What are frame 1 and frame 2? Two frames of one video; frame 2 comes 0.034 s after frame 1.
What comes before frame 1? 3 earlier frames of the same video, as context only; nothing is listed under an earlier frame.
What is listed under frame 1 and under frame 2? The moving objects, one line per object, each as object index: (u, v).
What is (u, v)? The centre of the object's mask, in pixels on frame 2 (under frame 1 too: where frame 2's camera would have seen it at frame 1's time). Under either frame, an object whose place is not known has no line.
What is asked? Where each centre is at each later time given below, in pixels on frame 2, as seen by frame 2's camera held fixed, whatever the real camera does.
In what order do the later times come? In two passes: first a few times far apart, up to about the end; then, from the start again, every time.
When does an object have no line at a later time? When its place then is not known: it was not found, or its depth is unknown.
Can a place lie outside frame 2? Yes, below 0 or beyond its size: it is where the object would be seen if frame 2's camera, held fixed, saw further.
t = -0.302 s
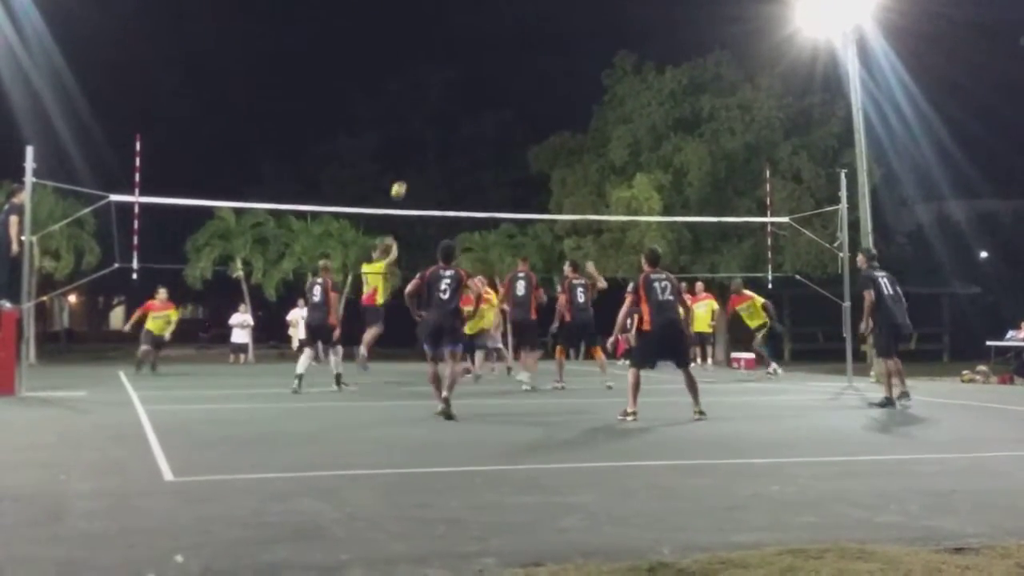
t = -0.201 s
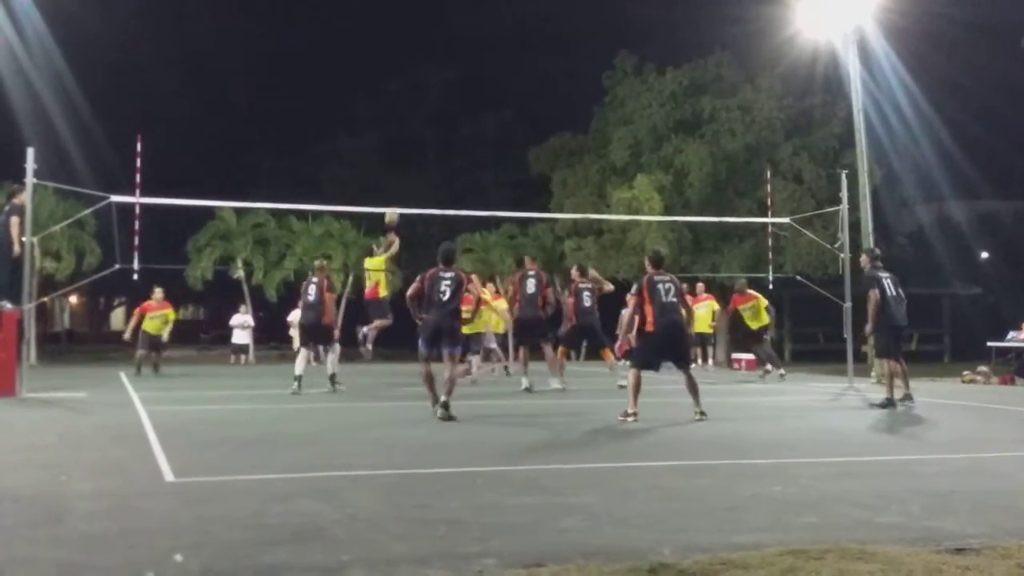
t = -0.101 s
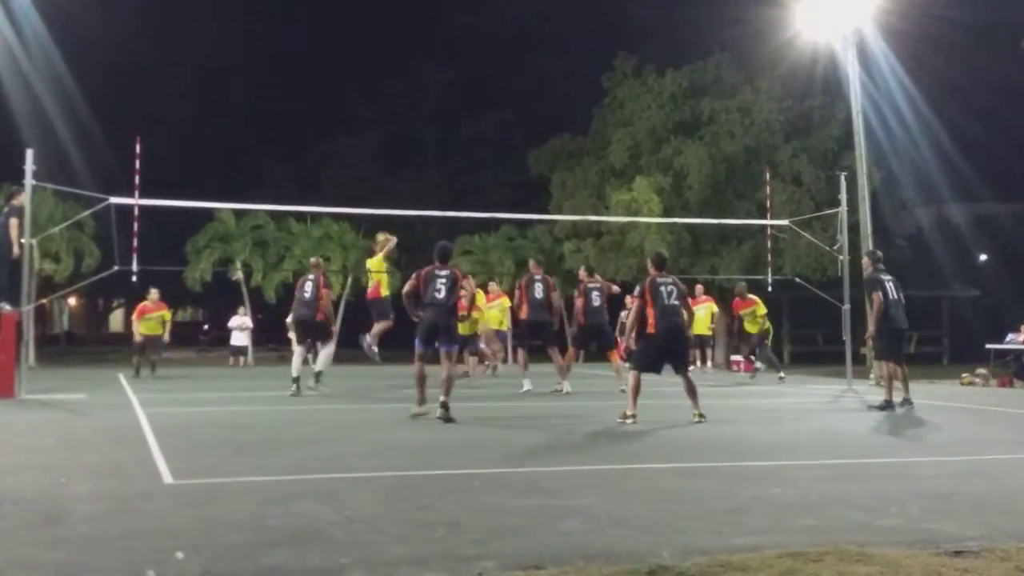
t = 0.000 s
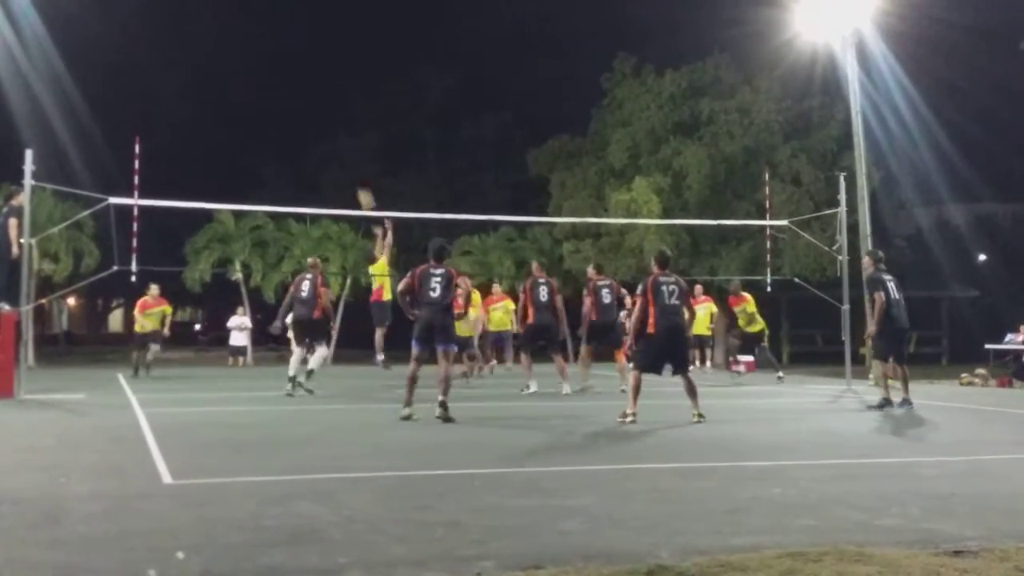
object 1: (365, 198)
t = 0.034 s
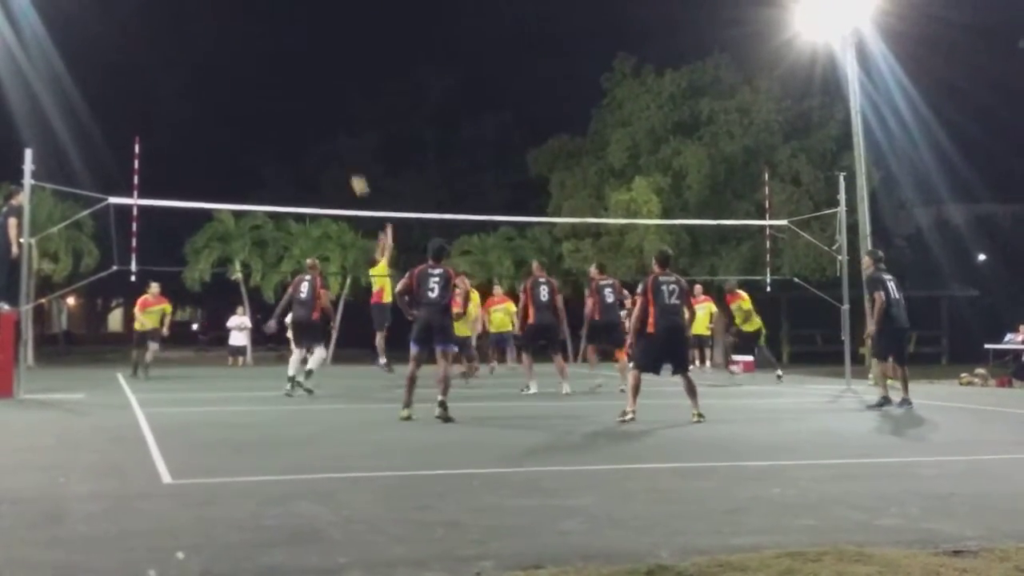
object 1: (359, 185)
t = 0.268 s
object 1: (319, 111)
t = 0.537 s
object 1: (275, 72)
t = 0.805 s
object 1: (232, 79)
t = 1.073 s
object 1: (192, 130)
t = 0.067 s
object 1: (354, 172)
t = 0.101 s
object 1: (347, 160)
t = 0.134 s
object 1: (342, 149)
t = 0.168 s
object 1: (336, 138)
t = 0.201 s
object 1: (330, 129)
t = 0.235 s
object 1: (325, 120)
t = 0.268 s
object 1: (319, 111)
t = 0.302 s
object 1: (313, 104)
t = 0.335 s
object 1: (308, 98)
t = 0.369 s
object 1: (302, 92)
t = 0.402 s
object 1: (297, 86)
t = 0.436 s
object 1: (291, 82)
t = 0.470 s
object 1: (286, 78)
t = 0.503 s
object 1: (280, 75)
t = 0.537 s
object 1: (275, 72)
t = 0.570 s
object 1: (270, 71)
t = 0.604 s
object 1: (265, 70)
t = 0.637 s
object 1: (260, 70)
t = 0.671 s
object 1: (255, 69)
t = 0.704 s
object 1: (249, 71)
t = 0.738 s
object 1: (244, 73)
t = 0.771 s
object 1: (238, 76)
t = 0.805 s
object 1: (232, 79)
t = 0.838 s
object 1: (227, 83)
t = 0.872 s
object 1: (222, 88)
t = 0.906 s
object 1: (217, 93)
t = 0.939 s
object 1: (212, 99)
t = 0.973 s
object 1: (207, 105)
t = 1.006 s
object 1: (201, 113)
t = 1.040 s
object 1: (197, 121)
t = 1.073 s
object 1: (192, 130)
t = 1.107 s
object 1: (188, 140)
